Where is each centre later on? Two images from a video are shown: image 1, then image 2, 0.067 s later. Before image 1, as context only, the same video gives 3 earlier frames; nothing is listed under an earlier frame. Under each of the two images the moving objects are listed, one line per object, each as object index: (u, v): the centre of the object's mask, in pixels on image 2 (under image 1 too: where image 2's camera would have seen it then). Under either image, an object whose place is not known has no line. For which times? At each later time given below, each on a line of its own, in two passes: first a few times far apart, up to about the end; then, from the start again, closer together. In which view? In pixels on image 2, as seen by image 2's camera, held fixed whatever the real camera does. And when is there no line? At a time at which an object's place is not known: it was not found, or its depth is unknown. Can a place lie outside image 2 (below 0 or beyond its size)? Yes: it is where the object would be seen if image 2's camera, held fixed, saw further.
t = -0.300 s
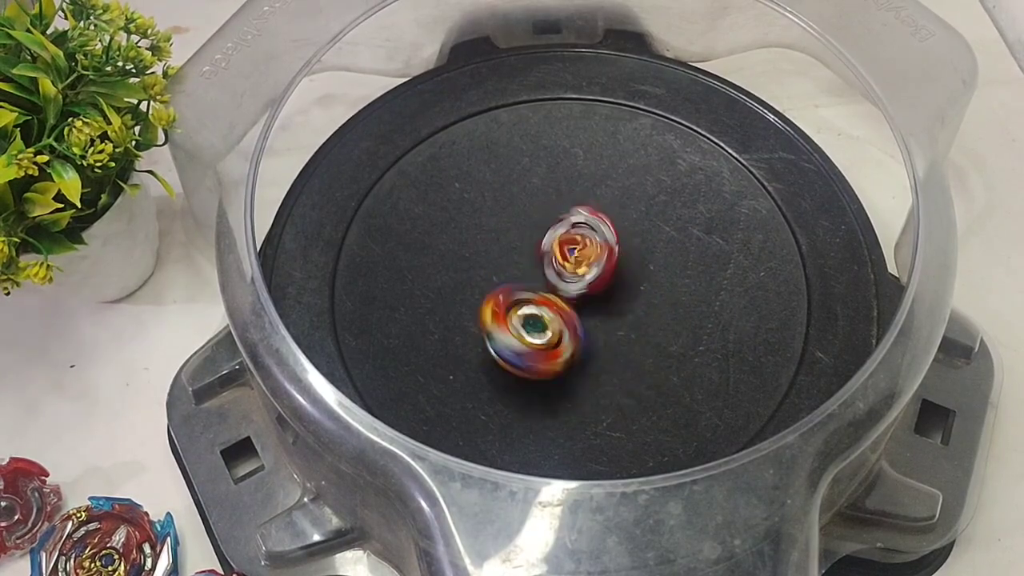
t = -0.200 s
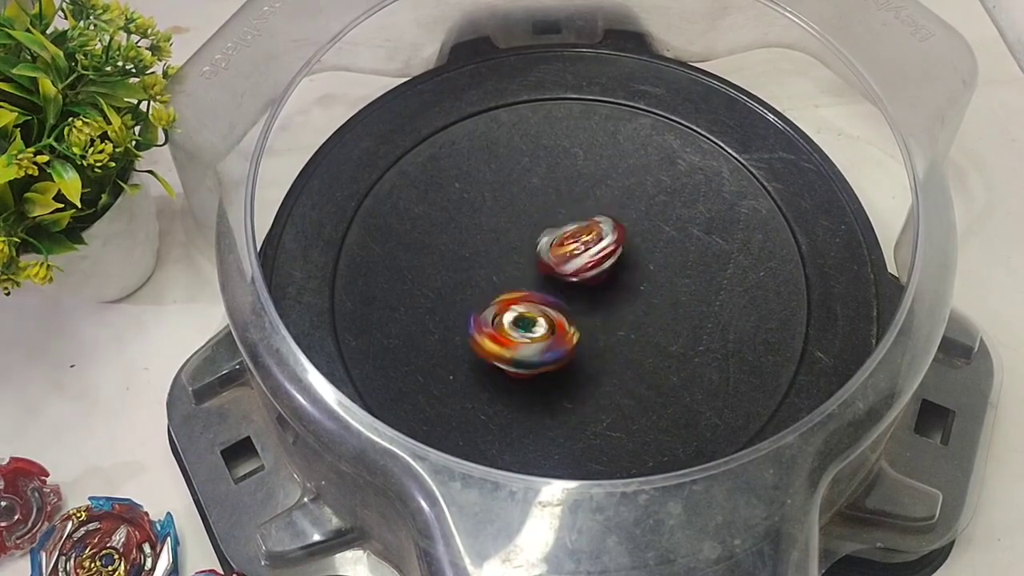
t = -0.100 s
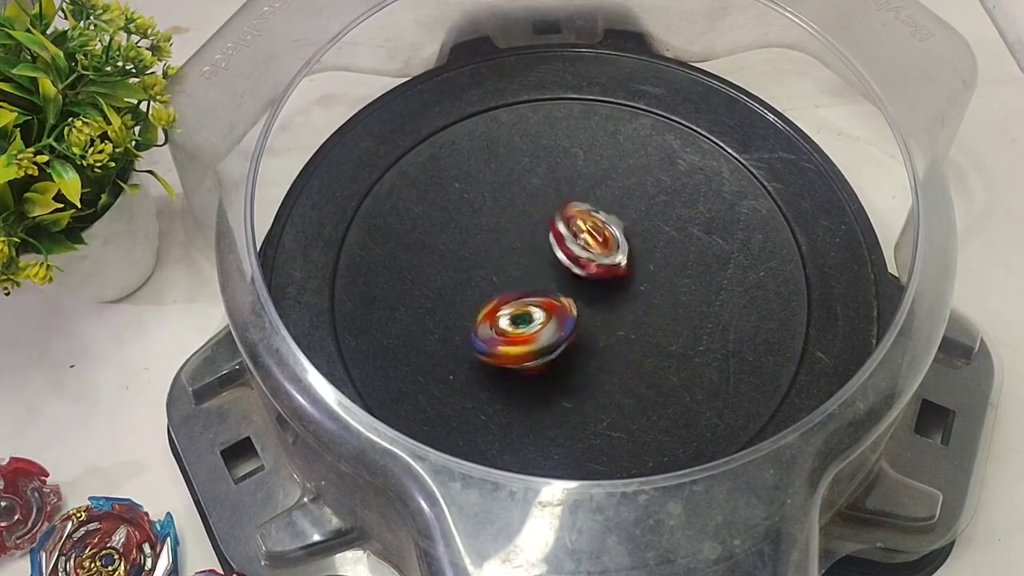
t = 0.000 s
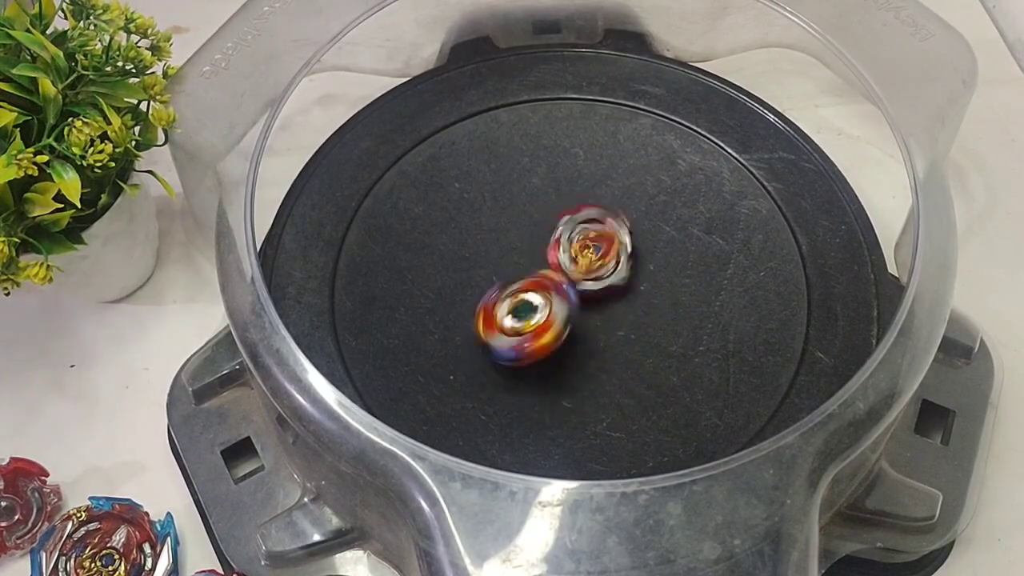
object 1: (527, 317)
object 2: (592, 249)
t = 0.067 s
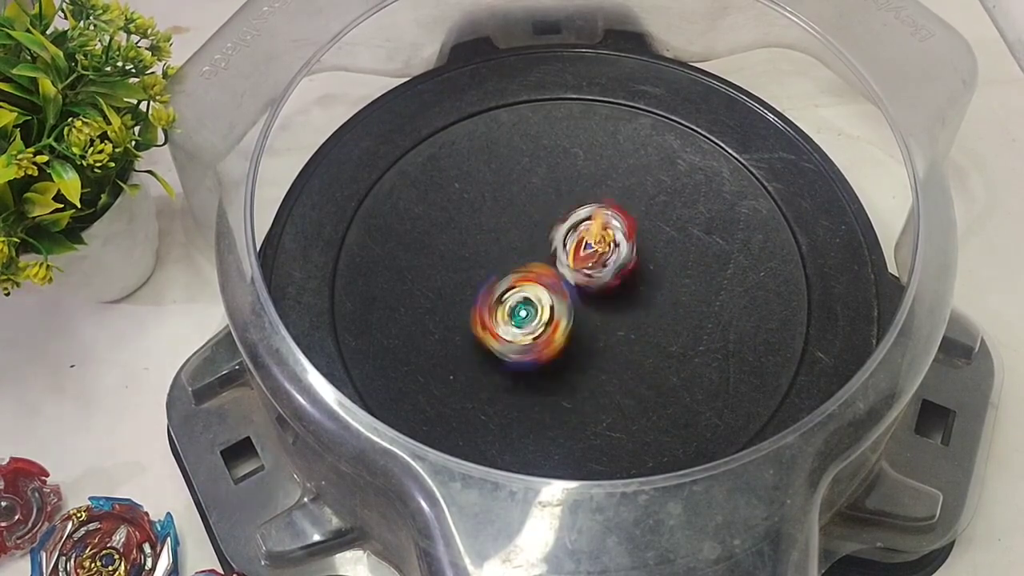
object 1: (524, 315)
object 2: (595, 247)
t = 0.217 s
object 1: (521, 310)
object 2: (584, 239)
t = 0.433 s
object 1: (536, 318)
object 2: (574, 224)
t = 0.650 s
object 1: (552, 318)
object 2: (602, 214)
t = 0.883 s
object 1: (539, 325)
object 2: (593, 208)
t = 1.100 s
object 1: (539, 307)
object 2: (574, 229)
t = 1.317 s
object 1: (550, 313)
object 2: (578, 219)
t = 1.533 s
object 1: (548, 305)
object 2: (594, 229)
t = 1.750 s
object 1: (563, 302)
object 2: (609, 239)
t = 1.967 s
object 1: (570, 307)
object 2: (606, 238)
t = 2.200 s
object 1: (553, 302)
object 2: (605, 235)
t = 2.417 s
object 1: (562, 304)
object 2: (606, 237)
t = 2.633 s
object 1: (562, 304)
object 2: (606, 237)
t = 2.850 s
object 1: (559, 303)
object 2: (606, 236)
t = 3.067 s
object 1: (558, 303)
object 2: (606, 236)
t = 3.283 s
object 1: (558, 303)
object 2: (606, 236)
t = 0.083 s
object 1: (525, 314)
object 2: (596, 245)
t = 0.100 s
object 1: (526, 313)
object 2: (596, 243)
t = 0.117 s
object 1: (526, 312)
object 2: (596, 242)
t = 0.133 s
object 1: (525, 310)
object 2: (596, 241)
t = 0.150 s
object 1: (523, 309)
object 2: (594, 240)
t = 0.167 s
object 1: (522, 309)
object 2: (592, 240)
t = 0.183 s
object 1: (520, 310)
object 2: (591, 238)
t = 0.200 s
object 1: (520, 310)
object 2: (589, 239)
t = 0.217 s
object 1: (521, 310)
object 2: (584, 239)
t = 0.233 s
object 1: (521, 310)
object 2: (584, 239)
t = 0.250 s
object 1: (521, 310)
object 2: (581, 240)
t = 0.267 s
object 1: (523, 310)
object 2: (579, 241)
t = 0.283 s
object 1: (524, 310)
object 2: (580, 242)
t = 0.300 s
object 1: (525, 308)
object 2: (576, 242)
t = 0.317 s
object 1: (526, 307)
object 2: (575, 242)
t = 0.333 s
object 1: (526, 308)
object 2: (575, 240)
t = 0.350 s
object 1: (528, 311)
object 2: (573, 236)
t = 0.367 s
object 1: (531, 313)
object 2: (572, 232)
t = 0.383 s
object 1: (534, 315)
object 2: (572, 228)
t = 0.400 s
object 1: (534, 316)
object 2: (570, 226)
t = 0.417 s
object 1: (536, 318)
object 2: (571, 223)
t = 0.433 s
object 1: (536, 318)
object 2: (574, 224)
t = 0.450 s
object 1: (537, 320)
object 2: (576, 225)
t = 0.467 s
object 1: (539, 320)
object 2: (578, 223)
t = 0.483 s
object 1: (539, 319)
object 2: (578, 222)
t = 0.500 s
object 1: (542, 319)
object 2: (580, 220)
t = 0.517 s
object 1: (543, 319)
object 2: (581, 221)
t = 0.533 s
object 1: (548, 316)
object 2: (582, 223)
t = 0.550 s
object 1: (550, 314)
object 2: (583, 224)
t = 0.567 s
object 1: (553, 313)
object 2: (584, 225)
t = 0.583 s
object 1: (555, 312)
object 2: (586, 225)
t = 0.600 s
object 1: (555, 311)
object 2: (589, 226)
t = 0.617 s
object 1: (557, 309)
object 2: (593, 226)
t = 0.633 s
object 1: (552, 312)
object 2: (597, 220)
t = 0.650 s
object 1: (552, 318)
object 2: (602, 214)
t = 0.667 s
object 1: (553, 323)
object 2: (606, 211)
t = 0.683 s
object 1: (556, 328)
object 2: (607, 208)
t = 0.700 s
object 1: (560, 332)
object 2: (608, 205)
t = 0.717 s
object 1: (564, 335)
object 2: (609, 203)
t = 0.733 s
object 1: (567, 334)
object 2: (612, 203)
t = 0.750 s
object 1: (569, 331)
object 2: (612, 203)
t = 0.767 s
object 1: (564, 329)
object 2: (611, 204)
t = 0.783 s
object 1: (563, 328)
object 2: (609, 204)
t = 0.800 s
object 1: (560, 326)
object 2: (606, 205)
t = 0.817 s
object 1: (554, 324)
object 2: (604, 206)
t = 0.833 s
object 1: (548, 324)
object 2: (600, 207)
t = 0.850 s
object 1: (544, 324)
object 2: (597, 207)
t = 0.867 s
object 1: (541, 325)
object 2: (595, 207)
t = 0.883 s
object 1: (539, 325)
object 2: (593, 208)
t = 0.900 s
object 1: (539, 325)
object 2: (592, 209)
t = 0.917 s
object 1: (540, 325)
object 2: (592, 210)
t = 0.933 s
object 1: (541, 325)
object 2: (593, 213)
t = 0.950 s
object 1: (542, 327)
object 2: (592, 216)
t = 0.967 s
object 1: (543, 327)
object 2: (589, 218)
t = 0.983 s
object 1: (543, 327)
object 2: (587, 221)
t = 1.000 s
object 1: (545, 326)
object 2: (586, 223)
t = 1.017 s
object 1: (545, 324)
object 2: (585, 226)
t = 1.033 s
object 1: (543, 320)
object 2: (582, 228)
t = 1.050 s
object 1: (542, 316)
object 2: (579, 228)
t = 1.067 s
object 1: (542, 314)
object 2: (578, 229)
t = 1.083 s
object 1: (540, 310)
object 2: (577, 228)
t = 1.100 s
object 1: (539, 307)
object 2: (574, 229)
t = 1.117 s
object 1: (538, 306)
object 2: (573, 230)
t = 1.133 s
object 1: (536, 303)
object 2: (572, 230)
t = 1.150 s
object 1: (534, 302)
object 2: (571, 231)
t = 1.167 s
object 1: (531, 303)
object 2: (571, 229)
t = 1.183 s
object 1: (531, 303)
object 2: (573, 227)
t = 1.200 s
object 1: (530, 303)
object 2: (574, 226)
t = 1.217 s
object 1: (531, 307)
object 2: (574, 221)
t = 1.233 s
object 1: (531, 311)
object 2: (574, 220)
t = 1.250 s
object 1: (535, 314)
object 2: (574, 221)
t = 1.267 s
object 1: (539, 316)
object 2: (575, 219)
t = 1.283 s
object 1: (544, 316)
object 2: (576, 218)
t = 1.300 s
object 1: (548, 315)
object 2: (577, 219)
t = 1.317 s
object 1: (550, 313)
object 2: (578, 219)
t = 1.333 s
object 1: (551, 312)
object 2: (579, 220)
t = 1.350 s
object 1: (551, 311)
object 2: (580, 221)
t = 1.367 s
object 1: (551, 310)
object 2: (581, 222)
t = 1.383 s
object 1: (550, 308)
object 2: (582, 222)
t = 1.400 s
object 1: (549, 307)
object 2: (583, 224)
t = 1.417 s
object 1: (549, 305)
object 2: (584, 225)
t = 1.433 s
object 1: (548, 304)
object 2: (584, 223)
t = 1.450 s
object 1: (548, 303)
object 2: (585, 223)
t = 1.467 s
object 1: (547, 302)
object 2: (587, 222)
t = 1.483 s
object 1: (547, 302)
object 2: (589, 224)
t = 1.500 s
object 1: (546, 304)
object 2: (590, 226)
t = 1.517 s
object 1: (547, 305)
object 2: (592, 227)
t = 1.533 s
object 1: (548, 305)
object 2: (594, 229)
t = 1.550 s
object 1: (550, 307)
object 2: (595, 231)
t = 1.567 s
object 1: (551, 307)
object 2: (598, 234)
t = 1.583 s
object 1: (554, 308)
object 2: (600, 236)
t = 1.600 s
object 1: (556, 308)
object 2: (603, 237)
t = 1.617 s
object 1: (560, 306)
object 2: (606, 236)
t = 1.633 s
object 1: (562, 304)
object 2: (609, 237)
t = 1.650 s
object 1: (564, 301)
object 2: (611, 239)
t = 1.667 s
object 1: (565, 299)
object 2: (613, 241)
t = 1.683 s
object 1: (564, 297)
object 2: (613, 242)
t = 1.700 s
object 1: (562, 298)
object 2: (613, 240)
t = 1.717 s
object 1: (562, 300)
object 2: (613, 239)
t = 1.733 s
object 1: (562, 300)
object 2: (611, 238)
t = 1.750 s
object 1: (563, 302)
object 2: (609, 239)
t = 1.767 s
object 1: (565, 303)
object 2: (607, 239)
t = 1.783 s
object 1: (566, 304)
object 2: (606, 239)
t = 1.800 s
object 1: (567, 304)
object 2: (606, 239)
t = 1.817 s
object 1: (567, 304)
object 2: (606, 239)
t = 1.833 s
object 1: (568, 306)
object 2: (607, 239)
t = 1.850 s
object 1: (568, 306)
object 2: (607, 239)
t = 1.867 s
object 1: (569, 307)
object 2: (606, 238)
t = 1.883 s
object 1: (570, 307)
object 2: (606, 238)
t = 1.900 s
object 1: (570, 308)
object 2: (606, 238)
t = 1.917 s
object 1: (570, 308)
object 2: (606, 238)
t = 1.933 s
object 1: (570, 308)
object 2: (606, 238)
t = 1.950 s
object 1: (570, 308)
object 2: (606, 238)
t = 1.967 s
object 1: (570, 307)
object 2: (606, 238)
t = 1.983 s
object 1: (569, 307)
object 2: (606, 238)
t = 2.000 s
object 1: (568, 306)
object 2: (606, 238)
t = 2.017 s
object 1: (566, 306)
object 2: (606, 238)
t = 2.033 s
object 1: (565, 305)
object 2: (606, 237)
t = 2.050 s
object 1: (564, 304)
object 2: (606, 237)
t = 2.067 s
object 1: (562, 304)
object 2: (606, 237)
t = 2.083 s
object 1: (560, 303)
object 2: (606, 237)
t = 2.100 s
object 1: (559, 303)
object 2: (606, 236)
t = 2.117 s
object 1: (558, 302)
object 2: (606, 236)
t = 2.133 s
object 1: (557, 302)
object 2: (605, 235)
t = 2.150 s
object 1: (555, 302)
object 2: (605, 235)
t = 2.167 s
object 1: (554, 302)
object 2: (605, 235)
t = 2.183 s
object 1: (554, 302)
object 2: (605, 235)
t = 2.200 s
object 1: (553, 302)
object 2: (605, 235)
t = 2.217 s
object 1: (553, 302)
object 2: (605, 234)
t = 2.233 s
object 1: (553, 302)
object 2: (605, 234)
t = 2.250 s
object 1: (553, 302)
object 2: (605, 234)
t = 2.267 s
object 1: (554, 302)
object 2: (605, 235)
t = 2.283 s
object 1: (555, 302)
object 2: (605, 235)
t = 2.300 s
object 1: (556, 302)
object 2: (605, 235)
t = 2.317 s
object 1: (557, 302)
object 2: (605, 236)
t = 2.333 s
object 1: (557, 302)
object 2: (606, 236)
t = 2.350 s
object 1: (559, 303)
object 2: (606, 236)
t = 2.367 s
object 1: (559, 303)
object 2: (606, 236)
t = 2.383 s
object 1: (560, 303)
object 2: (606, 237)
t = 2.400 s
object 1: (561, 304)
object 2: (606, 237)
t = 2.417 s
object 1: (562, 304)
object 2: (606, 237)
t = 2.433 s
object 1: (562, 304)
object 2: (606, 237)
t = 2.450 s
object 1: (563, 304)
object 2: (606, 237)
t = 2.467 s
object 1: (564, 305)
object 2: (606, 238)
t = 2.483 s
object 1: (564, 305)
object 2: (606, 238)
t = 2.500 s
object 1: (565, 305)
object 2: (606, 238)
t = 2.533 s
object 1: (564, 304)
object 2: (606, 238)
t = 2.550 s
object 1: (563, 304)
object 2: (606, 238)
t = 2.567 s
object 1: (563, 304)
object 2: (606, 238)
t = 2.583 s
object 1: (563, 304)
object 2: (606, 238)
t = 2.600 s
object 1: (562, 304)
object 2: (606, 237)
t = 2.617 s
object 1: (562, 304)
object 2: (606, 237)
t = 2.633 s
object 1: (562, 304)
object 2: (606, 237)
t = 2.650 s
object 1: (562, 304)
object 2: (606, 237)
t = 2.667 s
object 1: (562, 304)
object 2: (606, 237)
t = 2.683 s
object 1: (561, 304)
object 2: (606, 237)
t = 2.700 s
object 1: (561, 304)
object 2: (606, 237)
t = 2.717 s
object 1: (561, 304)
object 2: (606, 237)
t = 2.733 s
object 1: (561, 304)
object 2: (606, 237)
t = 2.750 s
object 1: (561, 304)
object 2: (606, 237)
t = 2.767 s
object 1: (560, 303)
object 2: (606, 237)
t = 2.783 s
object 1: (560, 303)
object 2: (606, 237)
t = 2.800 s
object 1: (560, 303)
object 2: (606, 237)
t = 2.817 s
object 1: (559, 303)
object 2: (606, 236)
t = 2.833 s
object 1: (559, 303)
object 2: (606, 236)
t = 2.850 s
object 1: (559, 303)
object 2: (606, 236)
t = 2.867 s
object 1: (559, 303)
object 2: (606, 236)
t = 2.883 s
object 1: (558, 302)
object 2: (606, 236)
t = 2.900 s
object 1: (558, 302)
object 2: (605, 236)
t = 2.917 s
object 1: (558, 302)
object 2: (605, 236)
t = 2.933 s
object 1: (558, 303)
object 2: (606, 236)
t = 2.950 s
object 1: (558, 302)
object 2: (606, 236)
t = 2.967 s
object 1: (558, 303)
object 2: (606, 236)
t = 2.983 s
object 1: (558, 303)
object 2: (606, 236)
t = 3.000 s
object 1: (558, 303)
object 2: (606, 236)
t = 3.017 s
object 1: (558, 303)
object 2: (606, 236)
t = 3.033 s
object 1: (558, 303)
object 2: (606, 236)
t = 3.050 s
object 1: (558, 303)
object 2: (606, 236)
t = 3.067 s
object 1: (558, 303)
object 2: (606, 236)
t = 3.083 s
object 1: (558, 303)
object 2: (606, 236)
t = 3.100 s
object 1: (558, 303)
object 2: (606, 236)
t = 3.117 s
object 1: (558, 303)
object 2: (606, 236)
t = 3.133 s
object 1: (558, 303)
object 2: (606, 236)
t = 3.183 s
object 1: (558, 303)
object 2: (606, 236)
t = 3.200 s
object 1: (558, 303)
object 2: (606, 236)
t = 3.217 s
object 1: (558, 303)
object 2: (606, 236)
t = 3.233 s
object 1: (558, 303)
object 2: (606, 236)
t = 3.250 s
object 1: (558, 303)
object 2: (606, 236)
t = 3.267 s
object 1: (558, 303)
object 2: (606, 236)
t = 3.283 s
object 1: (558, 303)
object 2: (606, 236)
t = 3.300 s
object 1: (558, 303)
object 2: (606, 236)
